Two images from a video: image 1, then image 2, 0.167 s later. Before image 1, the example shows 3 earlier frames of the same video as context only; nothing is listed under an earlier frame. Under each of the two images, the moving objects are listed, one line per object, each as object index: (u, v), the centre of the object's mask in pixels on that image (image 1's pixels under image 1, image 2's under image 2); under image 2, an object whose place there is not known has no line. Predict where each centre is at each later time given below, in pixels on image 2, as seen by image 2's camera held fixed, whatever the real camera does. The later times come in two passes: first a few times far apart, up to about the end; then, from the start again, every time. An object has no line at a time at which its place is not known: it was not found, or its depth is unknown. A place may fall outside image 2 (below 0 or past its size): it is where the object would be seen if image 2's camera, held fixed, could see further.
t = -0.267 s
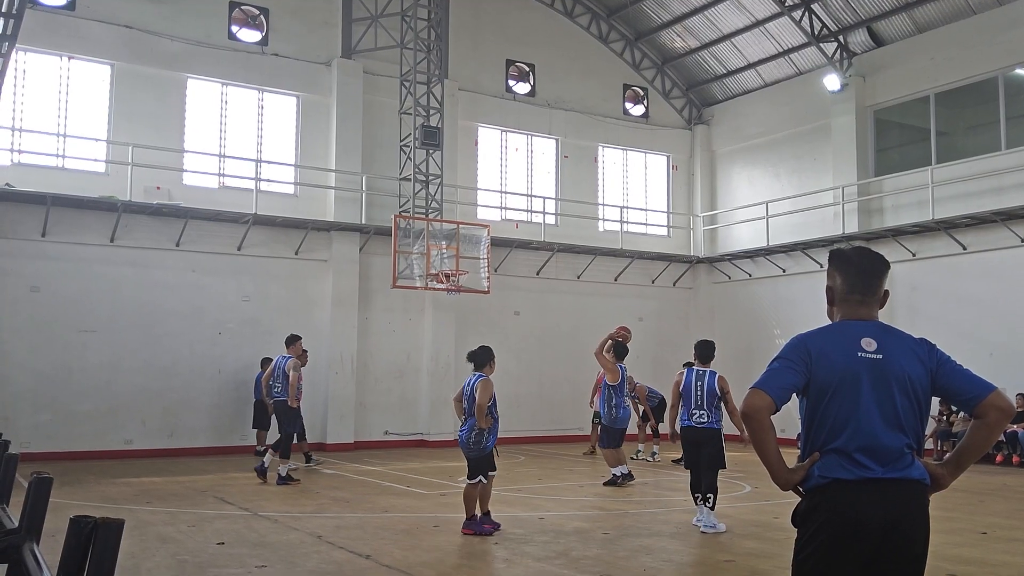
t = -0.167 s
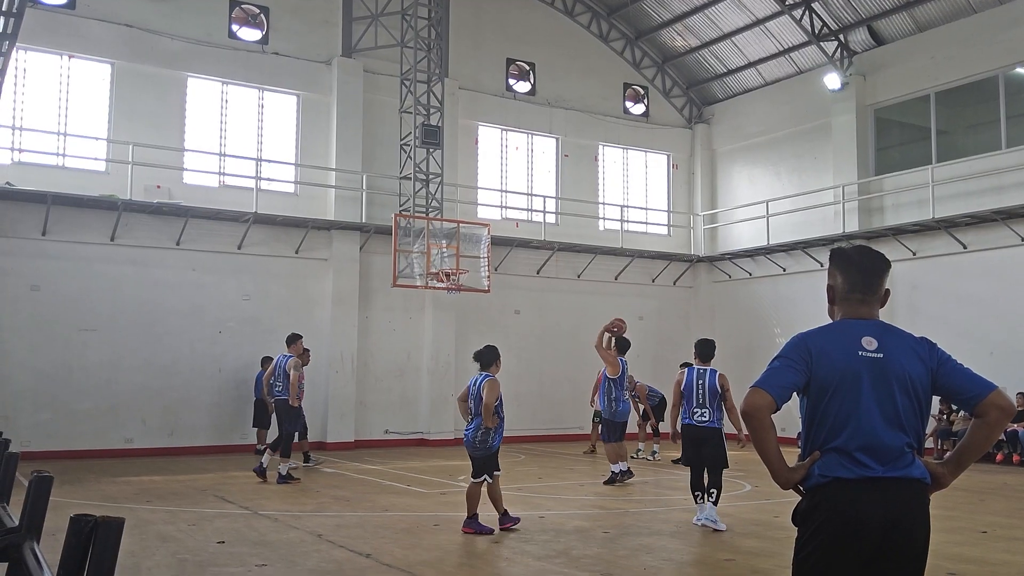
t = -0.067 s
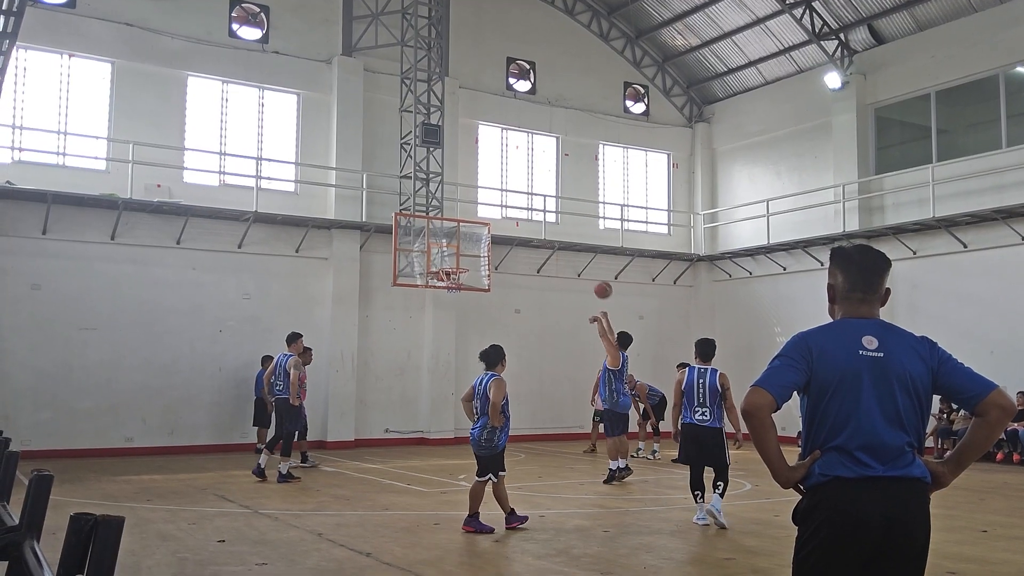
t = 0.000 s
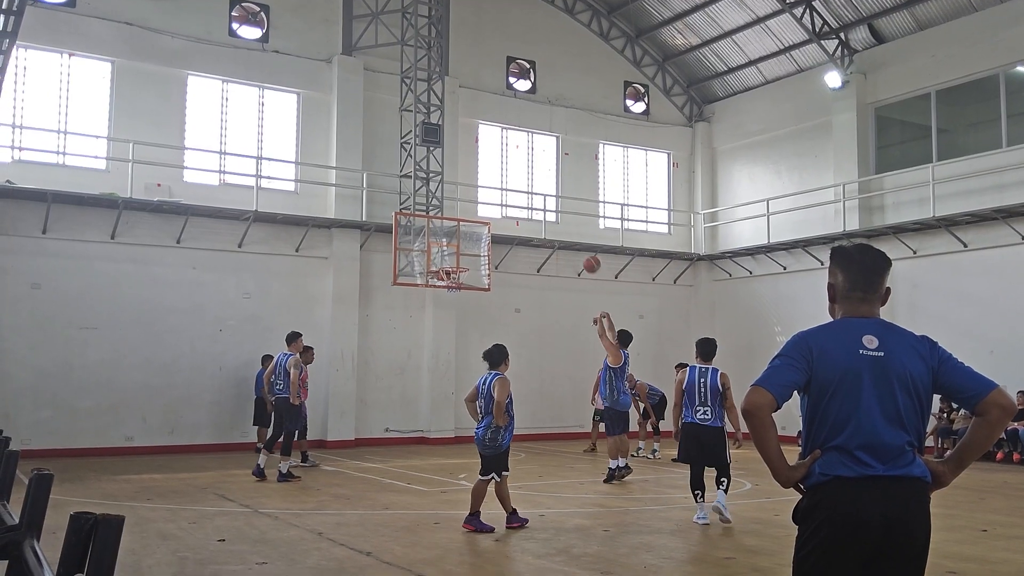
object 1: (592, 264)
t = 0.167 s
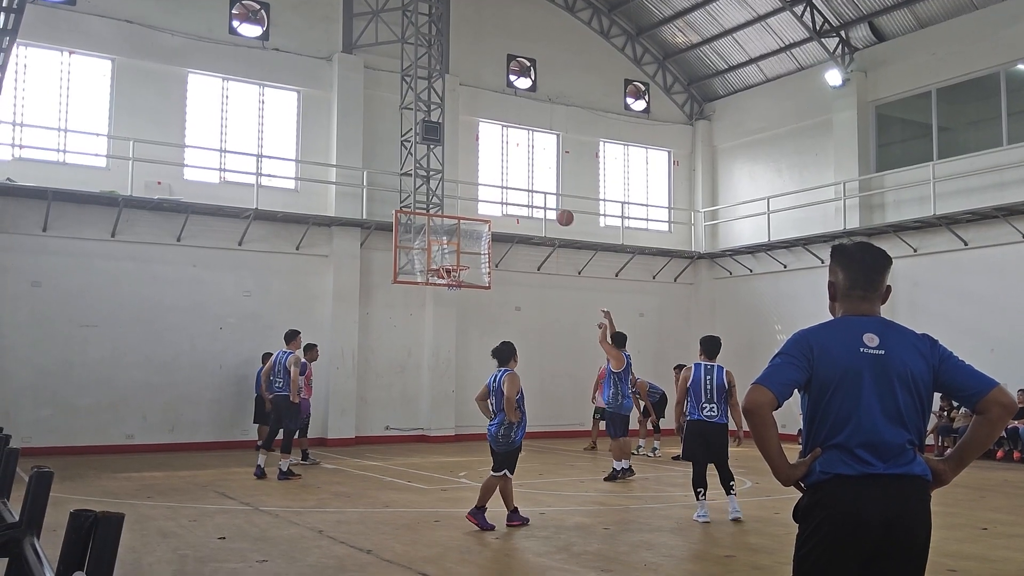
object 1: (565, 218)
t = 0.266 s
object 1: (551, 202)
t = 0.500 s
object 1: (519, 194)
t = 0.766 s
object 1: (486, 225)
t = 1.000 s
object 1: (481, 258)
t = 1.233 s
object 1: (521, 267)
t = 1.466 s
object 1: (561, 308)
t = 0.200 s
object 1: (560, 212)
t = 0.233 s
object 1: (556, 206)
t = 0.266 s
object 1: (551, 202)
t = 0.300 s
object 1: (545, 199)
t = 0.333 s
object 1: (541, 196)
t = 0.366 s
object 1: (536, 194)
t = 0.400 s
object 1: (532, 193)
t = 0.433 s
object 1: (527, 192)
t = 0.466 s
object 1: (523, 193)
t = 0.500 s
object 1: (519, 194)
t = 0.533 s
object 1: (514, 195)
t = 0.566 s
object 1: (510, 198)
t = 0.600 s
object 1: (506, 200)
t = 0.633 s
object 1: (502, 204)
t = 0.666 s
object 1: (499, 209)
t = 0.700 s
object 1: (495, 214)
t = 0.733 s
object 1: (491, 219)
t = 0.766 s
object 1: (486, 225)
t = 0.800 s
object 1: (483, 232)
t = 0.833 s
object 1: (479, 239)
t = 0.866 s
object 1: (475, 247)
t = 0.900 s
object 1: (472, 255)
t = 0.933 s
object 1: (470, 262)
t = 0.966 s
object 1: (476, 260)
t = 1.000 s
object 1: (481, 258)
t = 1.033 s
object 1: (487, 257)
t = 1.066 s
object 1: (493, 257)
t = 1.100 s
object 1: (499, 258)
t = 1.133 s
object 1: (504, 259)
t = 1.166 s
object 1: (510, 261)
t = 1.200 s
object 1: (516, 263)
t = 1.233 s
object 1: (521, 267)
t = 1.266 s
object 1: (527, 271)
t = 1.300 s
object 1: (533, 275)
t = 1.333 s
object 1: (538, 280)
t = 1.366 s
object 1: (544, 286)
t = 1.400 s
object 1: (550, 293)
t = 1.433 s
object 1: (556, 300)
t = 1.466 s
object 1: (561, 308)
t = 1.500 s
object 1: (567, 317)
